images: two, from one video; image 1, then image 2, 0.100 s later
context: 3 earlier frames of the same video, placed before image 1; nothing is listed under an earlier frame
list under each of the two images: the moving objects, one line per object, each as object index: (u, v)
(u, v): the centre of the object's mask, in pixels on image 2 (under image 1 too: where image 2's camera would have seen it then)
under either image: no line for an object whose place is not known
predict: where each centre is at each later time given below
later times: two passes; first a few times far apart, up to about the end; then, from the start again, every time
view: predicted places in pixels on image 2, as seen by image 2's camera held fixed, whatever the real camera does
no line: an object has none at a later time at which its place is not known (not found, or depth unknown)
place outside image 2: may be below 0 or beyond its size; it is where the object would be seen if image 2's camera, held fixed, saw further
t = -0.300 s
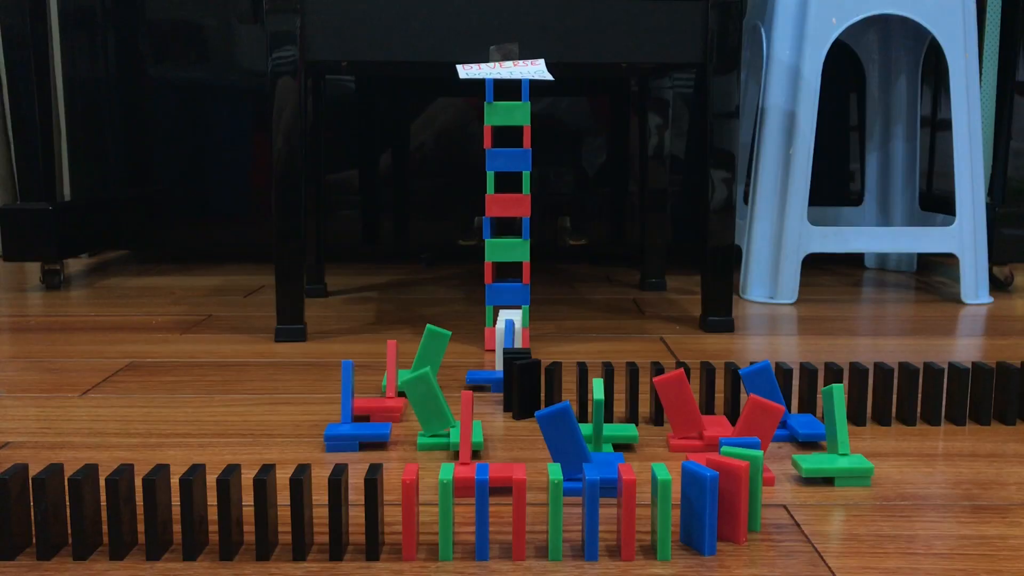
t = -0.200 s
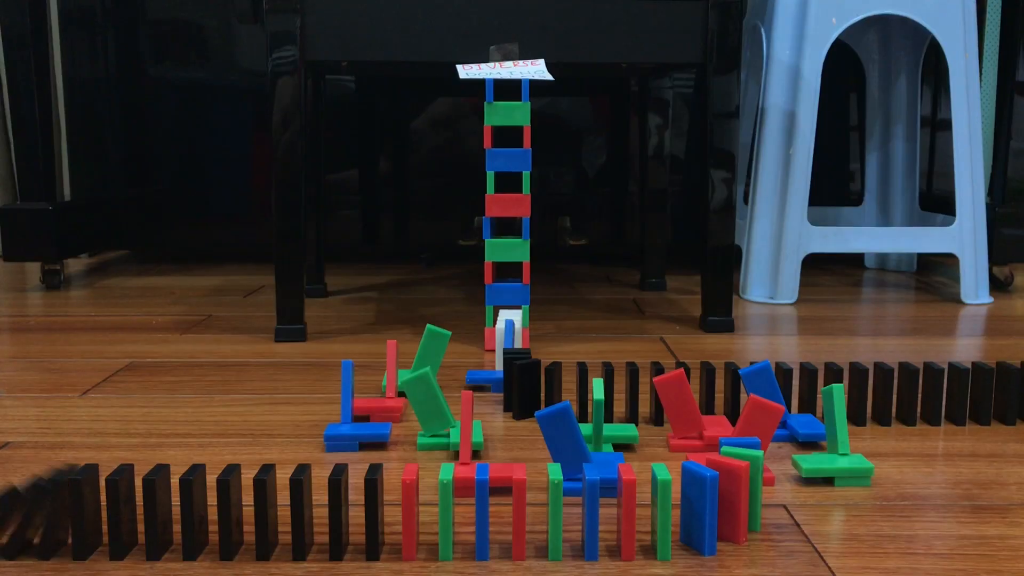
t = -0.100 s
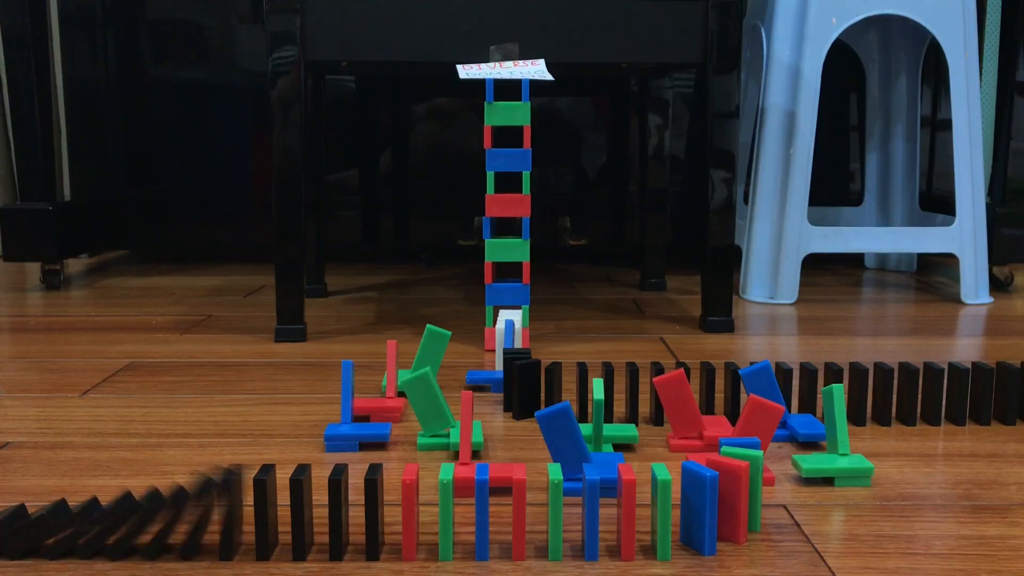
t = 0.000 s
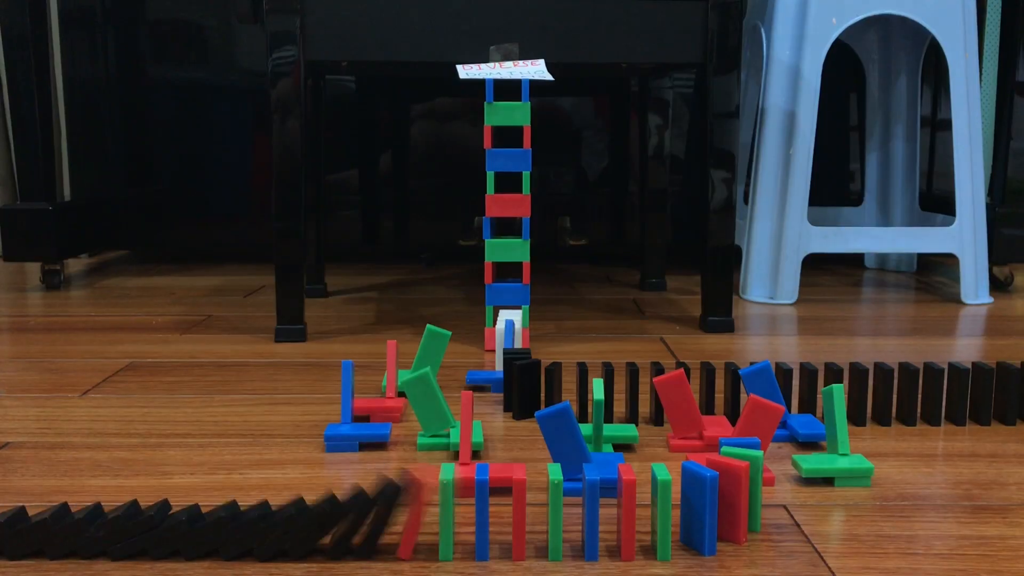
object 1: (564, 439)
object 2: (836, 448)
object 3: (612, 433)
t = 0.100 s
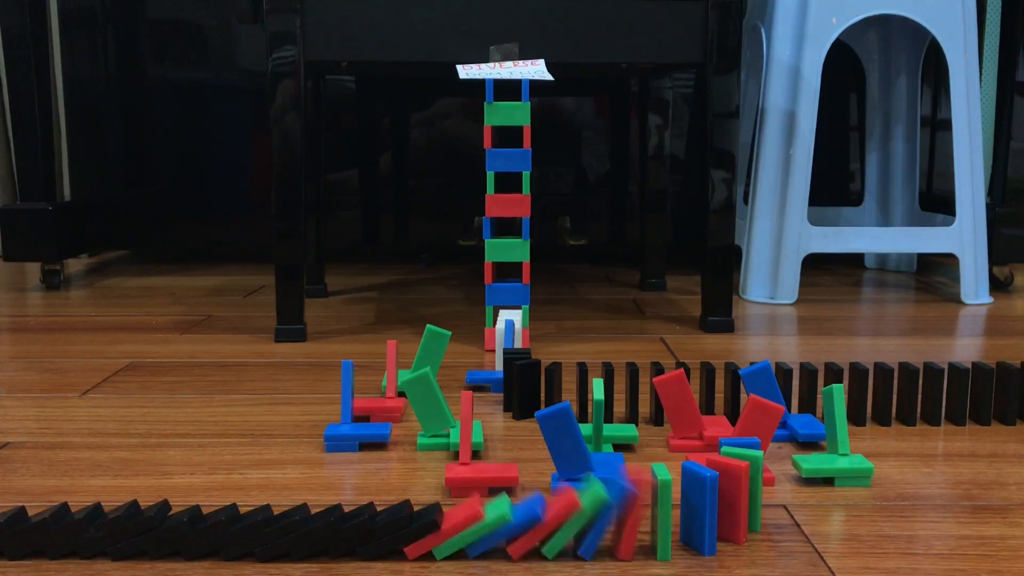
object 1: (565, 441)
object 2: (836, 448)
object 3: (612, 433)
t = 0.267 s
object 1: (565, 441)
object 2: (836, 448)
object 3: (612, 433)
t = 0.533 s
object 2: (828, 467)
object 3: (612, 433)
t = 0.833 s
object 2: (837, 490)
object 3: (623, 438)
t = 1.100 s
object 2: (837, 490)
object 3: (624, 438)
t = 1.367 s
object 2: (837, 490)
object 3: (624, 438)
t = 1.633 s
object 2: (837, 490)
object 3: (624, 438)
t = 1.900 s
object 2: (837, 490)
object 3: (624, 438)
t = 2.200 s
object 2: (837, 490)
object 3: (624, 438)
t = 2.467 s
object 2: (837, 490)
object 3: (639, 444)
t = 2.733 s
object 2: (837, 490)
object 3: (639, 444)
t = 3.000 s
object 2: (837, 490)
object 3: (639, 444)
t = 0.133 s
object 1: (565, 441)
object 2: (836, 448)
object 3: (612, 433)
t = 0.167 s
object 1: (565, 442)
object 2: (836, 448)
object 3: (612, 433)
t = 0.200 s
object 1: (565, 441)
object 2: (836, 448)
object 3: (612, 433)
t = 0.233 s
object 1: (565, 442)
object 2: (836, 448)
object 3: (612, 433)
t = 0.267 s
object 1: (565, 441)
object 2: (836, 448)
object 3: (612, 433)
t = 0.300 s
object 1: (565, 441)
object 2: (836, 448)
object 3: (612, 433)
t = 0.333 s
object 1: (565, 441)
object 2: (837, 447)
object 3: (612, 433)
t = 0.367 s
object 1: (565, 442)
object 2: (837, 447)
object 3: (612, 433)
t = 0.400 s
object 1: (565, 441)
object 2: (835, 451)
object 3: (612, 433)
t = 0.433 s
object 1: (565, 441)
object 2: (832, 458)
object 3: (613, 433)
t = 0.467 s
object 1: (565, 441)
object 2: (830, 461)
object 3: (612, 433)
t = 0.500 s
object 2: (827, 463)
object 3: (612, 433)
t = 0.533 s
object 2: (828, 467)
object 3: (612, 433)
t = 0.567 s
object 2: (827, 470)
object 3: (612, 433)
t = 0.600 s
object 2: (826, 472)
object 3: (612, 433)
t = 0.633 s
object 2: (822, 474)
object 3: (607, 432)
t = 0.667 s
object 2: (820, 476)
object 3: (607, 431)
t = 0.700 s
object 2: (835, 489)
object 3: (622, 437)
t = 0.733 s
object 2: (836, 490)
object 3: (609, 432)
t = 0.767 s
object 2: (836, 490)
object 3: (610, 432)
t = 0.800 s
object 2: (837, 490)
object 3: (622, 437)
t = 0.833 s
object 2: (837, 490)
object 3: (623, 438)
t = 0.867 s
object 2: (837, 490)
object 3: (623, 438)
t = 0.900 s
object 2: (837, 490)
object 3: (623, 438)
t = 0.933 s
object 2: (837, 490)
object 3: (624, 438)
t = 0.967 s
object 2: (837, 490)
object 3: (624, 438)
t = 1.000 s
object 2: (837, 490)
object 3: (624, 438)
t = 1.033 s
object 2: (837, 490)
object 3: (624, 438)
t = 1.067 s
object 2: (837, 490)
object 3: (624, 438)
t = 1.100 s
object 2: (837, 490)
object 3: (624, 438)
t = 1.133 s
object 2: (837, 490)
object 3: (624, 438)
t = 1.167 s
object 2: (837, 490)
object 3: (624, 438)
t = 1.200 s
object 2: (837, 490)
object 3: (624, 438)
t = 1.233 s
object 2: (837, 490)
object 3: (624, 438)
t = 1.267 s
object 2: (837, 490)
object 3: (624, 438)
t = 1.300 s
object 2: (837, 490)
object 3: (624, 438)
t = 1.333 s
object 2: (837, 490)
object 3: (624, 438)
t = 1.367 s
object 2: (837, 490)
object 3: (624, 438)
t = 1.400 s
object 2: (837, 490)
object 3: (624, 438)
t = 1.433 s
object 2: (837, 490)
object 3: (624, 438)
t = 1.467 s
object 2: (837, 490)
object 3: (624, 438)
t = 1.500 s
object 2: (837, 490)
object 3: (624, 438)
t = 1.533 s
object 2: (837, 490)
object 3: (624, 438)
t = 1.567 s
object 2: (837, 490)
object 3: (624, 438)
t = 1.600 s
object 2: (837, 490)
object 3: (624, 438)
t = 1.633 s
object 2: (837, 490)
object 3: (624, 438)
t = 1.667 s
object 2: (837, 490)
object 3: (624, 438)
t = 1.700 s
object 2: (837, 490)
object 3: (624, 438)
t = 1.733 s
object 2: (837, 490)
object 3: (624, 438)
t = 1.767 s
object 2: (837, 490)
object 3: (624, 438)
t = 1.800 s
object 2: (837, 490)
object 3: (624, 438)
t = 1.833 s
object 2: (837, 490)
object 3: (624, 438)
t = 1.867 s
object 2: (837, 490)
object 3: (624, 438)
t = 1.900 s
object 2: (837, 490)
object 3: (624, 438)
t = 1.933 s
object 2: (837, 490)
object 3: (624, 438)
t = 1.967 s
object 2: (837, 490)
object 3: (624, 438)
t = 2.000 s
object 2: (837, 490)
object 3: (624, 438)
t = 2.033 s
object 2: (837, 490)
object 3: (624, 438)
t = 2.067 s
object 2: (837, 490)
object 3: (624, 438)
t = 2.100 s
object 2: (837, 490)
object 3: (624, 438)
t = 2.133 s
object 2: (837, 490)
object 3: (624, 438)
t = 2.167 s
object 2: (837, 490)
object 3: (624, 438)
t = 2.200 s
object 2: (837, 490)
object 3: (624, 438)
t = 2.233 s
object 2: (837, 490)
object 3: (624, 438)
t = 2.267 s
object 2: (837, 490)
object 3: (624, 438)
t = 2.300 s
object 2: (837, 490)
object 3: (629, 439)
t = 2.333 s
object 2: (837, 490)
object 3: (633, 440)
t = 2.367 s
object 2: (837, 490)
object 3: (637, 442)
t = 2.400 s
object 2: (837, 490)
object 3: (638, 443)
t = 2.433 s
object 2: (837, 490)
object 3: (639, 444)
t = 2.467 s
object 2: (837, 490)
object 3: (639, 444)
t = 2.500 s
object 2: (837, 490)
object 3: (639, 445)
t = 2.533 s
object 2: (837, 490)
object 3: (639, 444)
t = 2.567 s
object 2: (837, 490)
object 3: (639, 444)
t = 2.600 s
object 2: (837, 490)
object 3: (639, 445)
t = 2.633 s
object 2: (837, 490)
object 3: (639, 445)
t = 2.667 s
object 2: (837, 490)
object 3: (639, 444)
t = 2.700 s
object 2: (837, 490)
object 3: (639, 445)
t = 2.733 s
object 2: (837, 490)
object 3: (639, 444)
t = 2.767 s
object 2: (837, 490)
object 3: (639, 444)
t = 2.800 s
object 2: (837, 490)
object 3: (639, 445)
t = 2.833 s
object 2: (837, 490)
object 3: (639, 444)
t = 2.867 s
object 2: (837, 490)
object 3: (639, 445)
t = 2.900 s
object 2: (837, 490)
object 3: (639, 445)
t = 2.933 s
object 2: (837, 490)
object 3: (639, 444)
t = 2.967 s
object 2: (837, 490)
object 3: (639, 444)
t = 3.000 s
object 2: (837, 490)
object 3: (639, 444)
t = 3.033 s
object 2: (837, 490)
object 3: (639, 444)
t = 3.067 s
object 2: (837, 490)
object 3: (639, 444)
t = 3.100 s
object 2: (837, 490)
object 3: (639, 444)
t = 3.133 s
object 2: (837, 490)
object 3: (639, 444)
